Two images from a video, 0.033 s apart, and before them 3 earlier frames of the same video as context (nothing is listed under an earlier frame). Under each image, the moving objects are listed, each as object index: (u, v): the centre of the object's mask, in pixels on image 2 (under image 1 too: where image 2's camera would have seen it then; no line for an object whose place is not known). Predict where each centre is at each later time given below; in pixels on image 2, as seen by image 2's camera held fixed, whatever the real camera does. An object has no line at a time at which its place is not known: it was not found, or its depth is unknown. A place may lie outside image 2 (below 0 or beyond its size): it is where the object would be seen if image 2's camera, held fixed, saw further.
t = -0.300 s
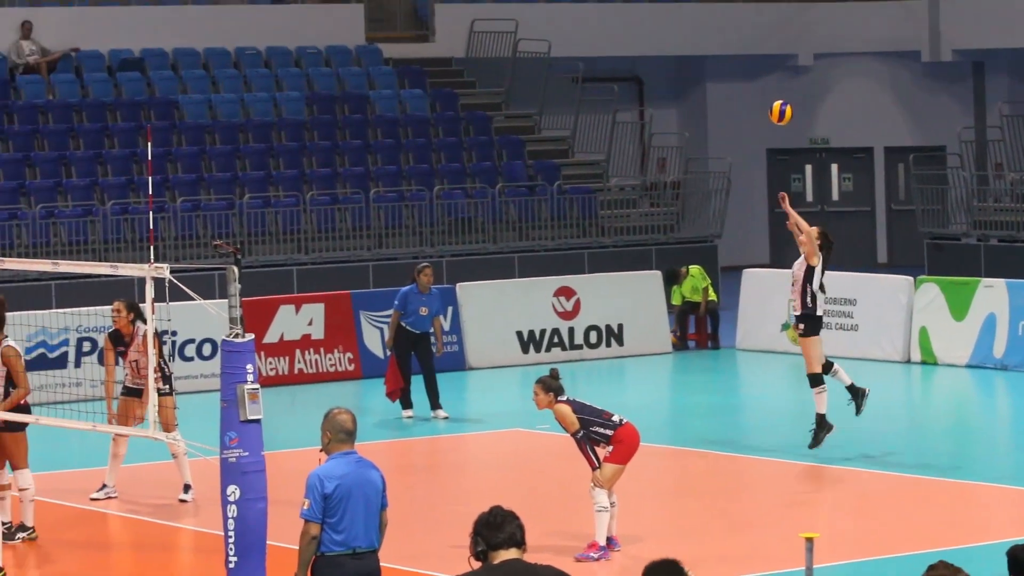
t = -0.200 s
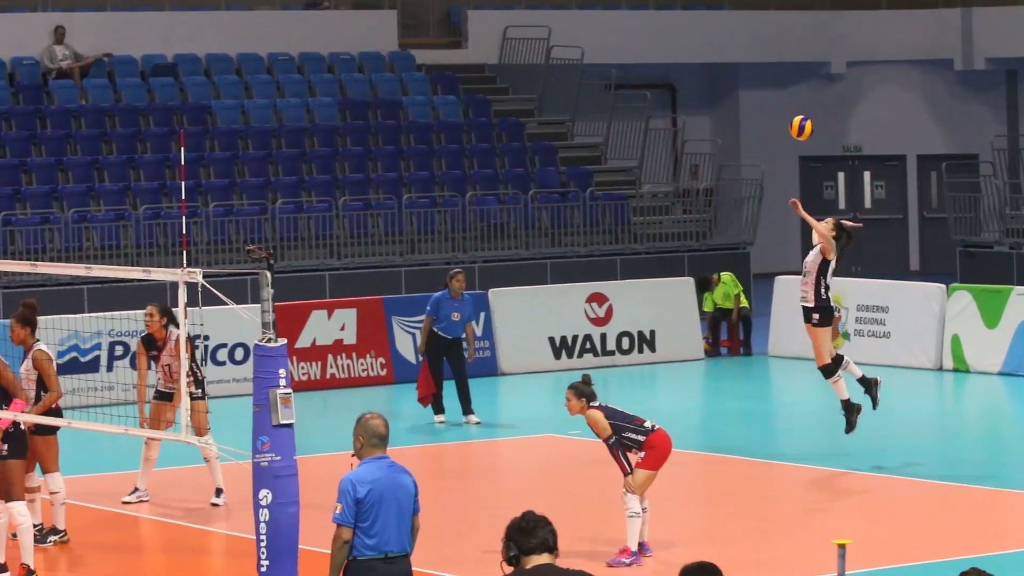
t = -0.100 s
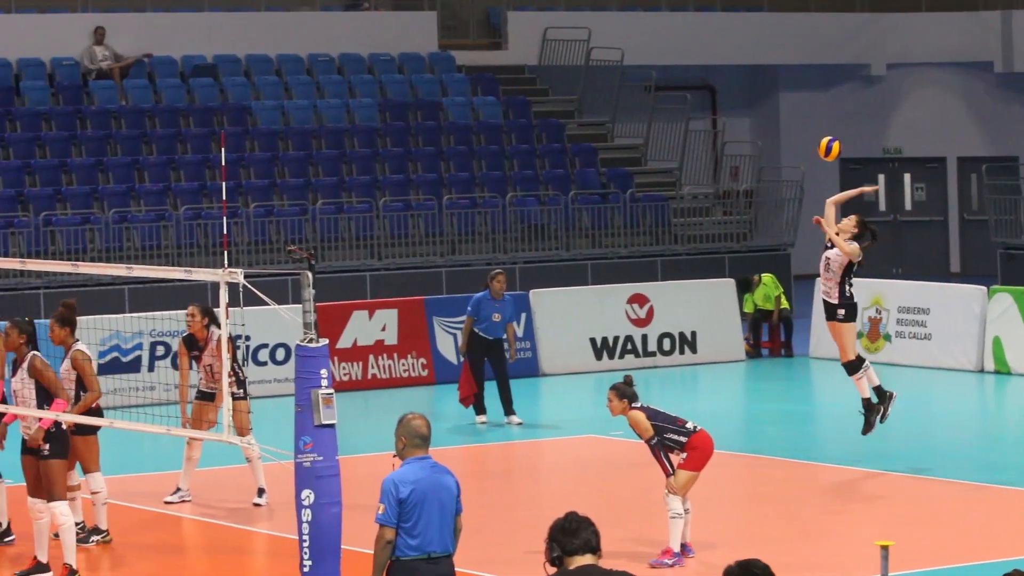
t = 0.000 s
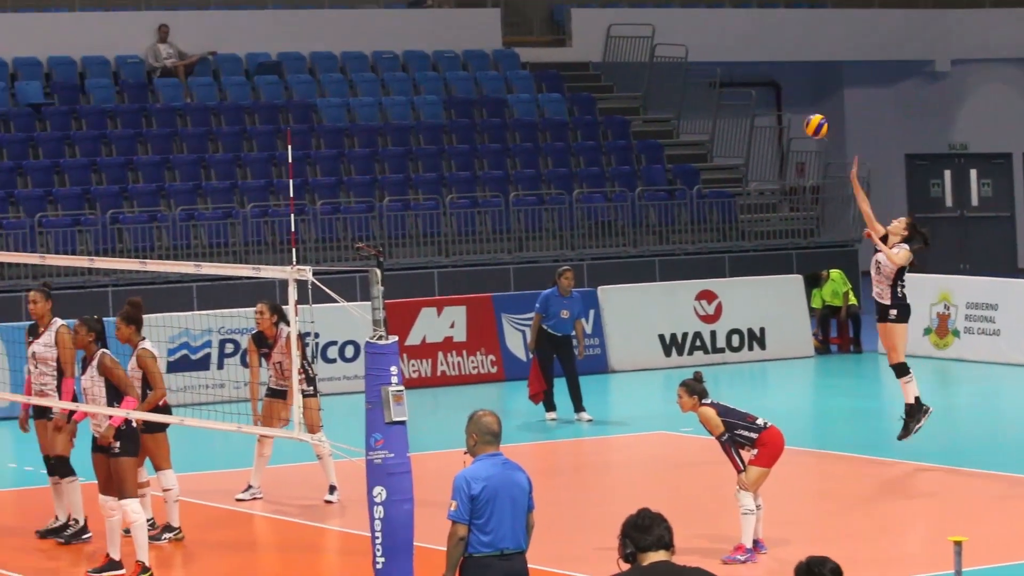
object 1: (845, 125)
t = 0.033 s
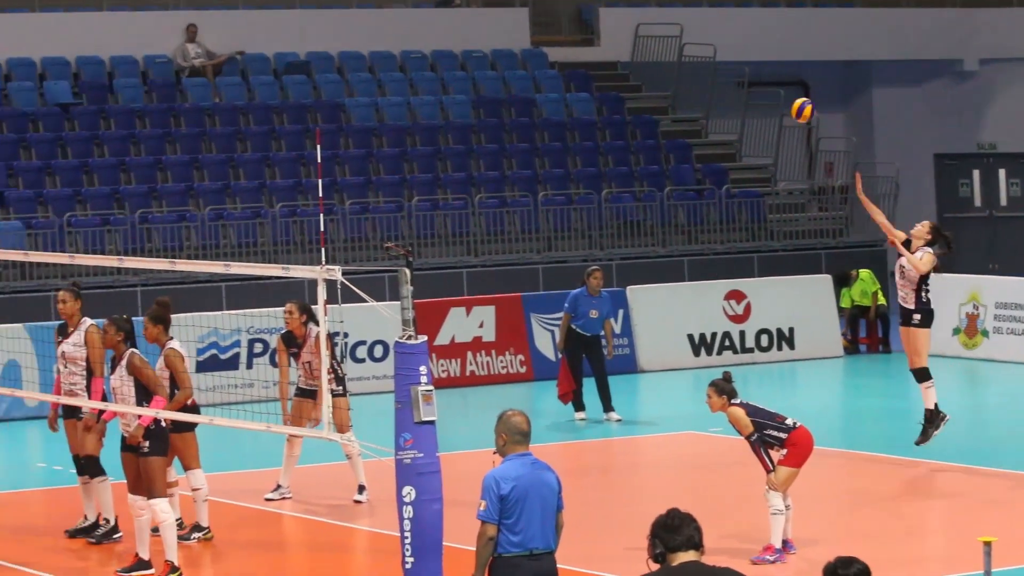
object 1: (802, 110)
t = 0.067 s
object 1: (762, 95)
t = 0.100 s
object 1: (724, 82)
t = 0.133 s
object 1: (686, 70)
